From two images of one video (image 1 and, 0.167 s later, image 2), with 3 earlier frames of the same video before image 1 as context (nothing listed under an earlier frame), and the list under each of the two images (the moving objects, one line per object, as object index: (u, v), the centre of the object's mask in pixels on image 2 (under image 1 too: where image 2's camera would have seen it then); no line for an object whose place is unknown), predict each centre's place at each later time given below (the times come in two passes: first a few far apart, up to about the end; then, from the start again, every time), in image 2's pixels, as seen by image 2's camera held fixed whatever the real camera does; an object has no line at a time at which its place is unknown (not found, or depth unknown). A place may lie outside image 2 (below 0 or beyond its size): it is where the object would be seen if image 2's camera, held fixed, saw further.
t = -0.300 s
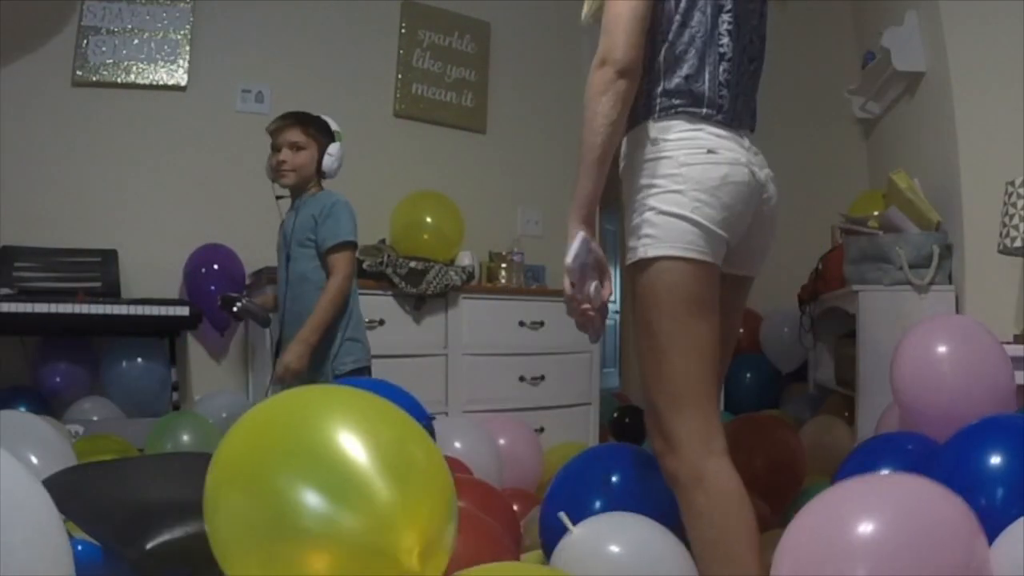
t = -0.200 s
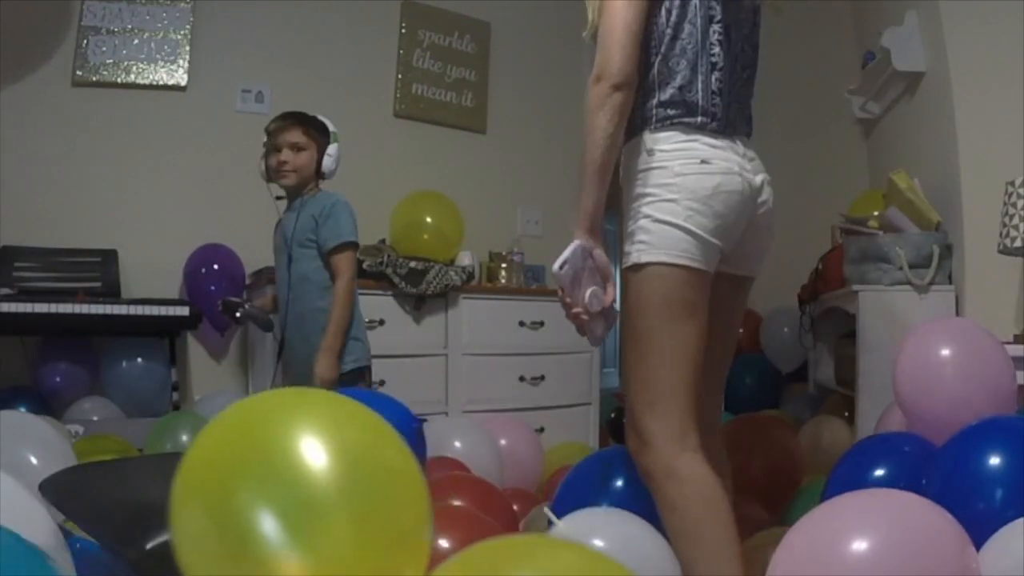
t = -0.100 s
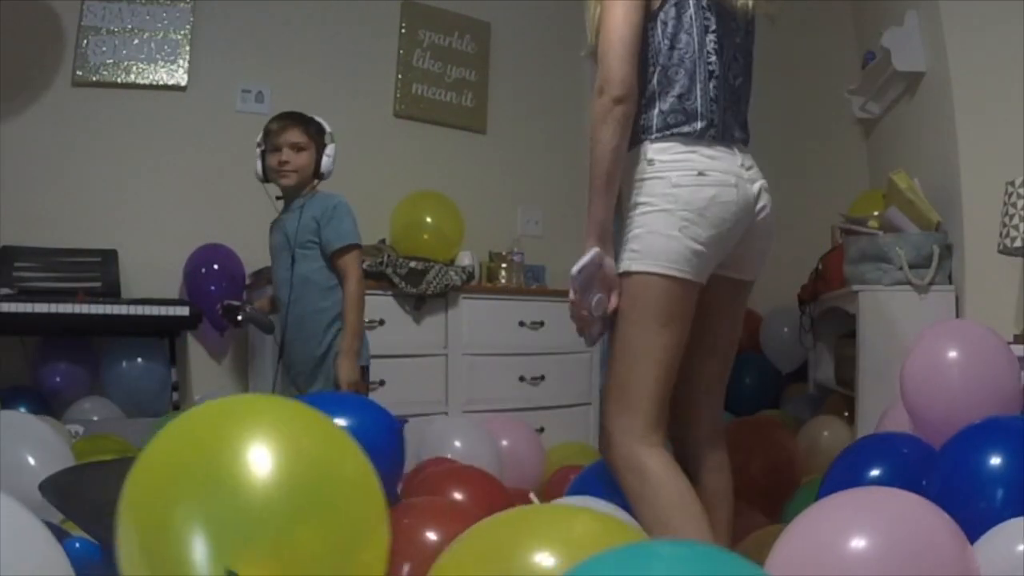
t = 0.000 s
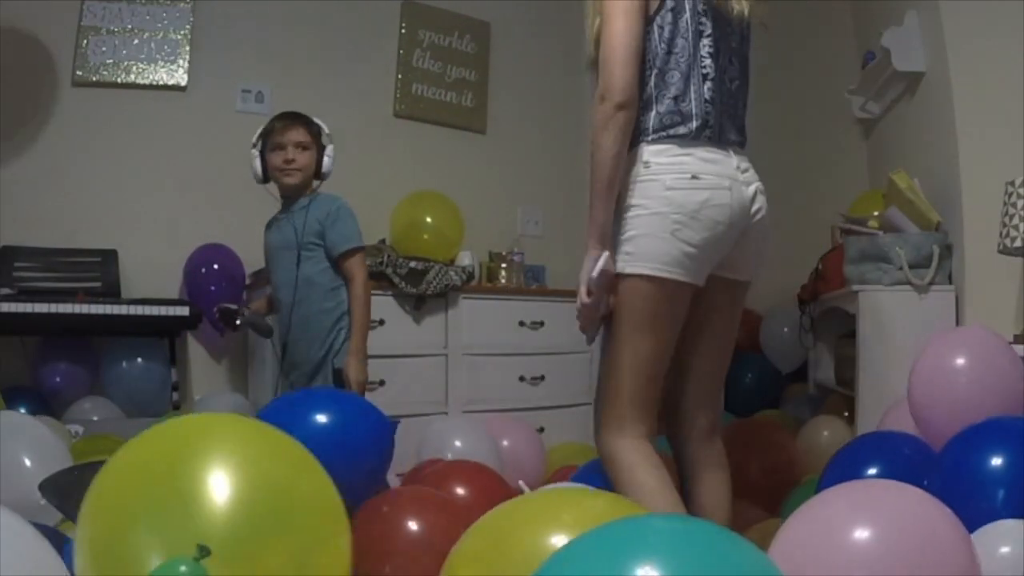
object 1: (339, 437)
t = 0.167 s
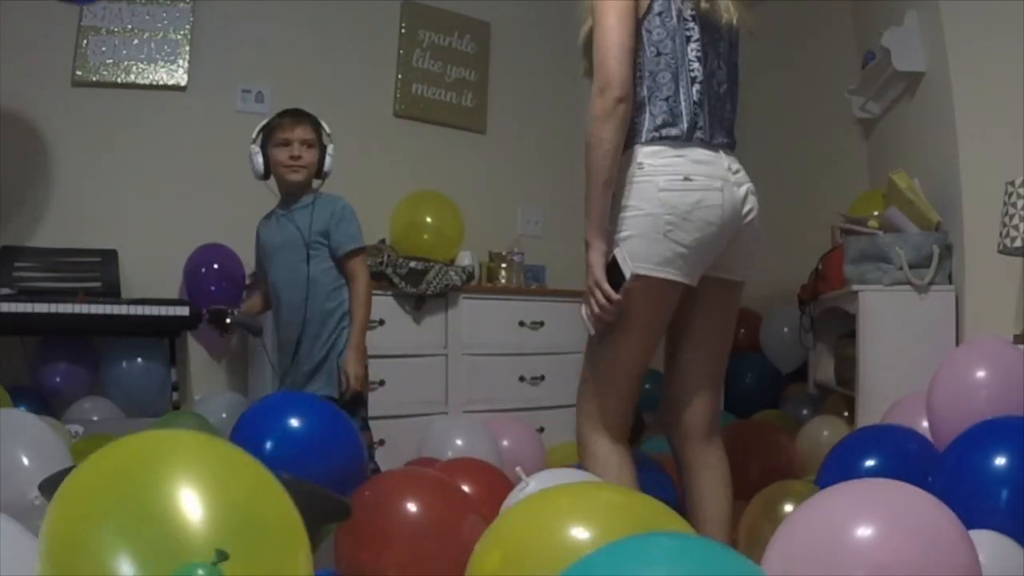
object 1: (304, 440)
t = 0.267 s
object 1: (293, 445)
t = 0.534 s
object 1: (263, 447)
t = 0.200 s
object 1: (300, 441)
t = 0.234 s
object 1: (297, 443)
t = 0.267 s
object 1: (293, 445)
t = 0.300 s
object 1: (291, 447)
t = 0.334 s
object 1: (290, 451)
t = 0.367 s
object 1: (291, 454)
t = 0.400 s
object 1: (287, 456)
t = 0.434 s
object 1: (281, 453)
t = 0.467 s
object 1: (275, 450)
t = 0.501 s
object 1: (268, 448)
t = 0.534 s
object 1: (263, 447)
